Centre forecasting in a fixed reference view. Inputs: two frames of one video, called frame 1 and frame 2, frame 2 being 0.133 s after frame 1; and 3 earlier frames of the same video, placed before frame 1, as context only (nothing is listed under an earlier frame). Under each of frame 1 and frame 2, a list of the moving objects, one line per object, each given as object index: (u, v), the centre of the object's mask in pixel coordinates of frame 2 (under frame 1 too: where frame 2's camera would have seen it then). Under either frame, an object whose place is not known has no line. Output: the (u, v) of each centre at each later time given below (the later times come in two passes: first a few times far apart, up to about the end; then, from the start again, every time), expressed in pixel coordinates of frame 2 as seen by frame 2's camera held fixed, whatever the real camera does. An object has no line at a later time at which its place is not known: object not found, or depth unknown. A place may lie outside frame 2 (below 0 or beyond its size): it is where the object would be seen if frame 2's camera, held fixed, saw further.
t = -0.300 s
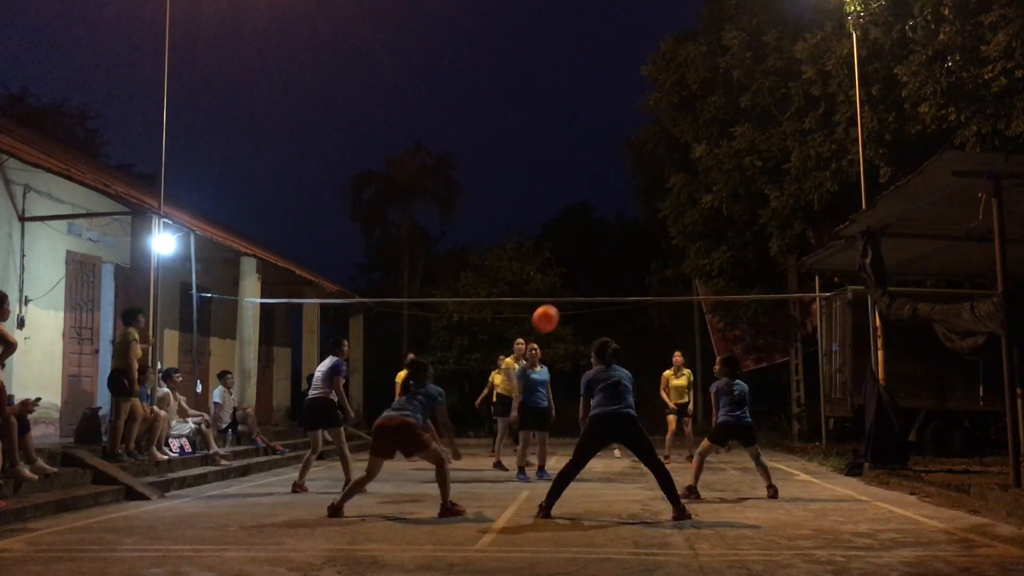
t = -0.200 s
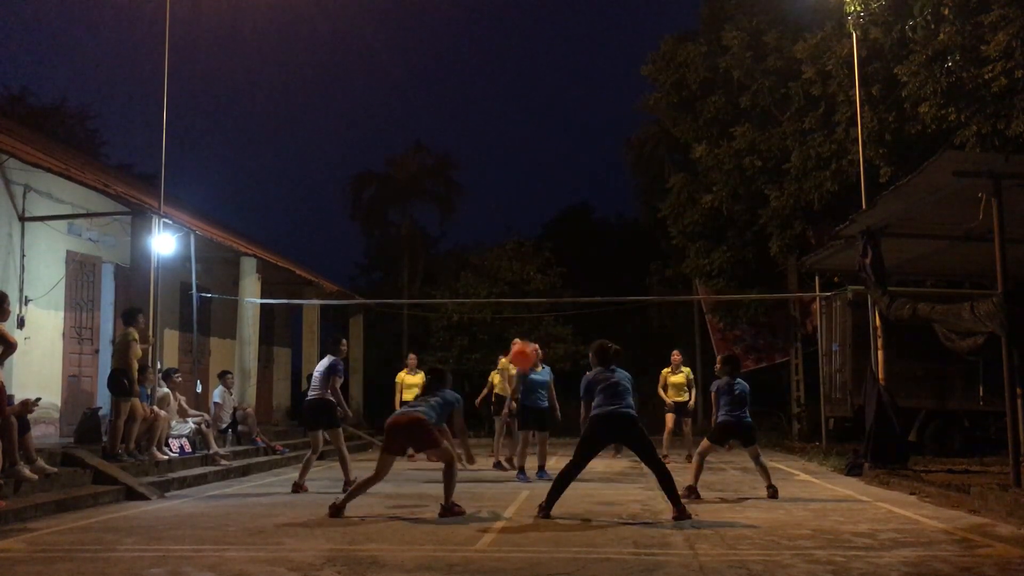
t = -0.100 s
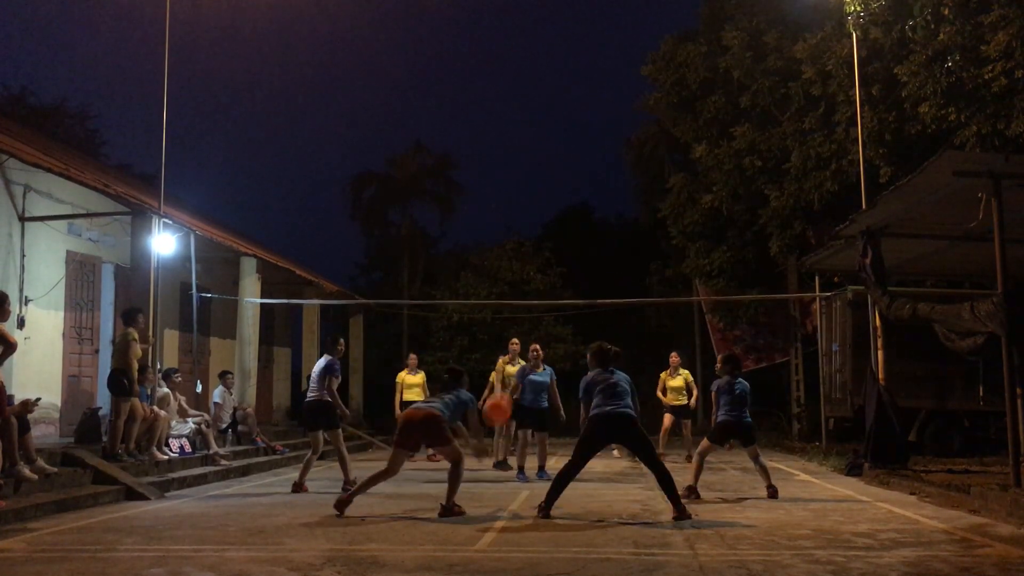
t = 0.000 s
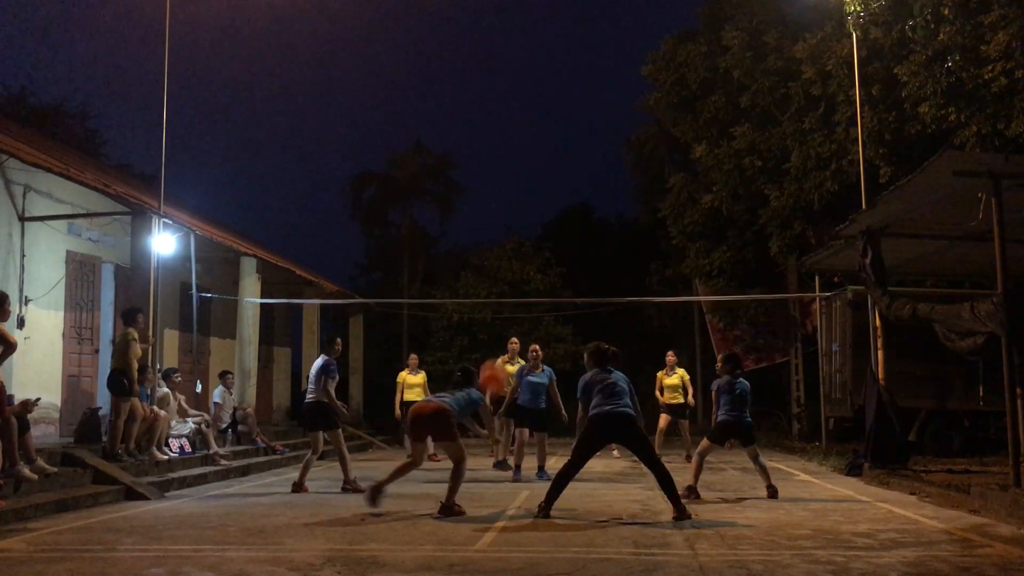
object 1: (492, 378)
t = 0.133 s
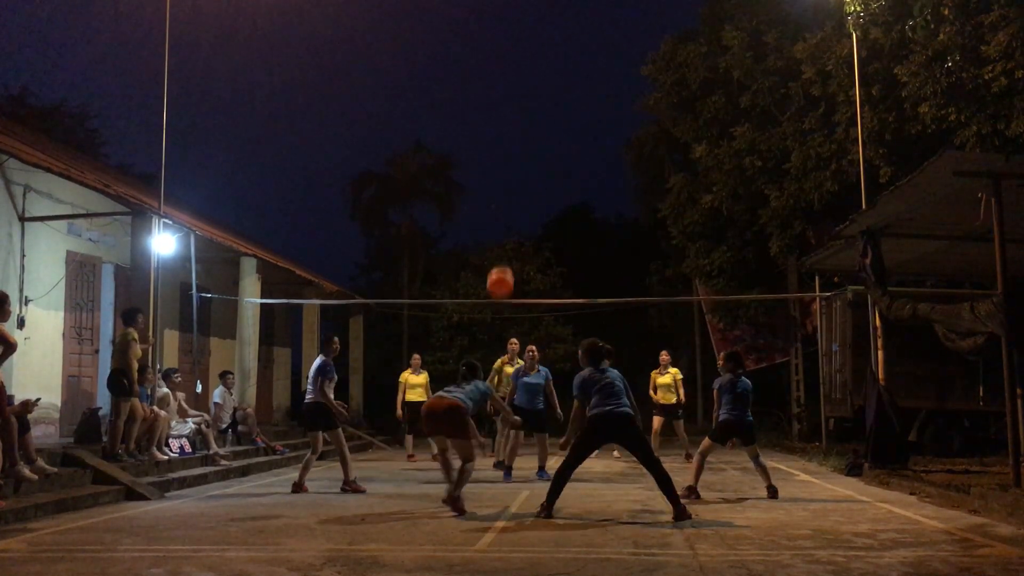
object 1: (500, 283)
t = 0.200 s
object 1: (503, 244)
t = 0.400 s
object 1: (509, 166)
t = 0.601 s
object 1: (513, 132)
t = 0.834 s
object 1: (517, 139)
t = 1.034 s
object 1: (520, 179)
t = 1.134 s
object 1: (522, 211)
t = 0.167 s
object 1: (502, 263)
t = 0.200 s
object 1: (503, 244)
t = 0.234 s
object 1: (504, 228)
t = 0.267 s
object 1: (505, 213)
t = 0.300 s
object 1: (506, 199)
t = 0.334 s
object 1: (507, 187)
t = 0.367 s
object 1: (508, 176)
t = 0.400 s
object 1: (509, 166)
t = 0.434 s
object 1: (510, 158)
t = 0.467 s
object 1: (510, 150)
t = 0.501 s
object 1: (511, 144)
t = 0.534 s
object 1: (512, 139)
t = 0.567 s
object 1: (512, 135)
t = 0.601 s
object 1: (513, 132)
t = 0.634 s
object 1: (514, 130)
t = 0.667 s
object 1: (515, 129)
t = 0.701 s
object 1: (515, 129)
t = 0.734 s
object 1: (515, 130)
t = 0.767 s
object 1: (516, 132)
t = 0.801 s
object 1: (516, 135)
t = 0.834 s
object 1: (517, 139)
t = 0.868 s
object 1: (518, 143)
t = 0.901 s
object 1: (518, 148)
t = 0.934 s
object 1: (519, 155)
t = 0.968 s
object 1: (519, 162)
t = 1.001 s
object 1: (520, 170)
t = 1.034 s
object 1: (520, 179)
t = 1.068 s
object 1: (521, 189)
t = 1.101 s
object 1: (521, 200)
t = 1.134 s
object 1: (522, 211)
